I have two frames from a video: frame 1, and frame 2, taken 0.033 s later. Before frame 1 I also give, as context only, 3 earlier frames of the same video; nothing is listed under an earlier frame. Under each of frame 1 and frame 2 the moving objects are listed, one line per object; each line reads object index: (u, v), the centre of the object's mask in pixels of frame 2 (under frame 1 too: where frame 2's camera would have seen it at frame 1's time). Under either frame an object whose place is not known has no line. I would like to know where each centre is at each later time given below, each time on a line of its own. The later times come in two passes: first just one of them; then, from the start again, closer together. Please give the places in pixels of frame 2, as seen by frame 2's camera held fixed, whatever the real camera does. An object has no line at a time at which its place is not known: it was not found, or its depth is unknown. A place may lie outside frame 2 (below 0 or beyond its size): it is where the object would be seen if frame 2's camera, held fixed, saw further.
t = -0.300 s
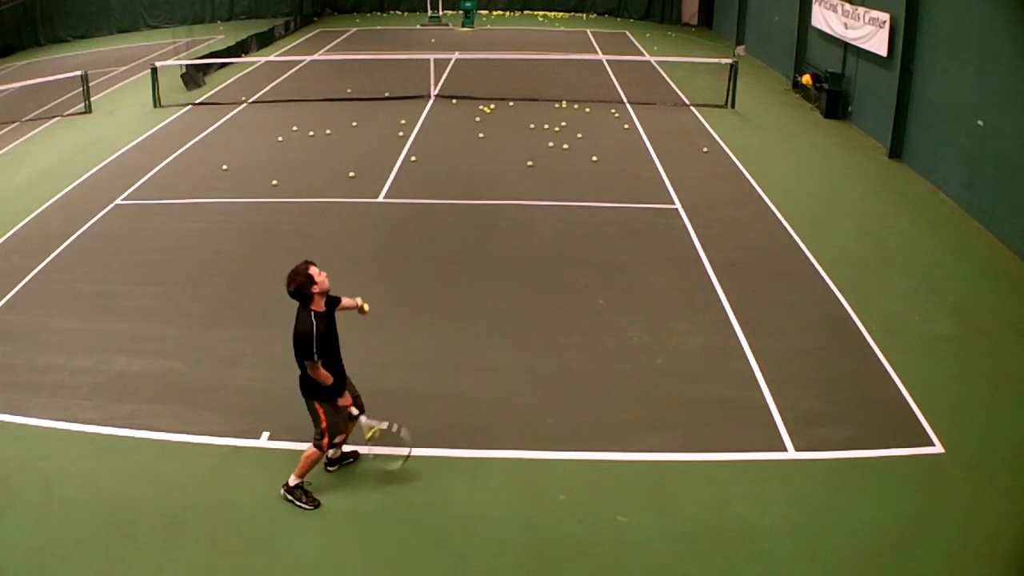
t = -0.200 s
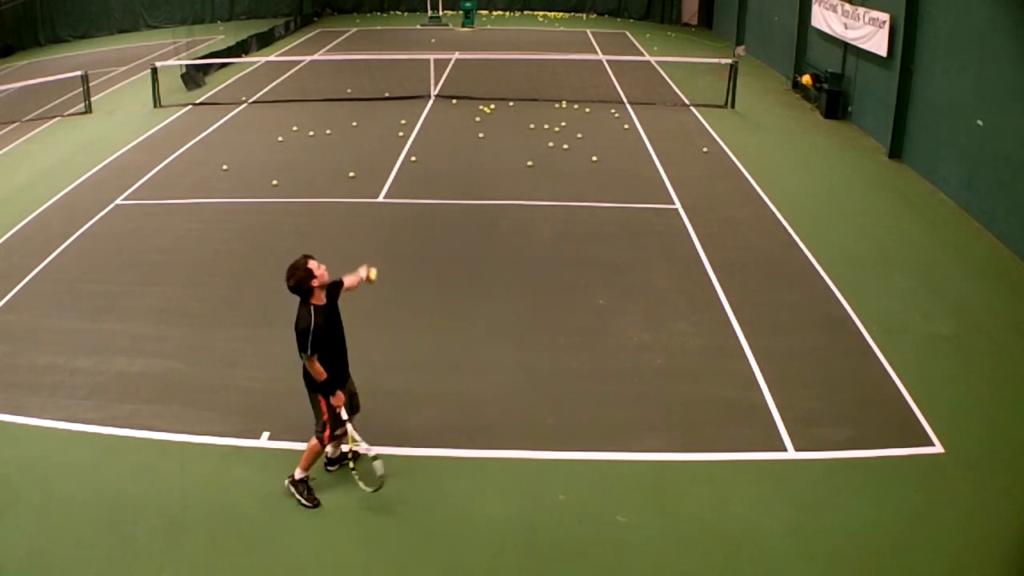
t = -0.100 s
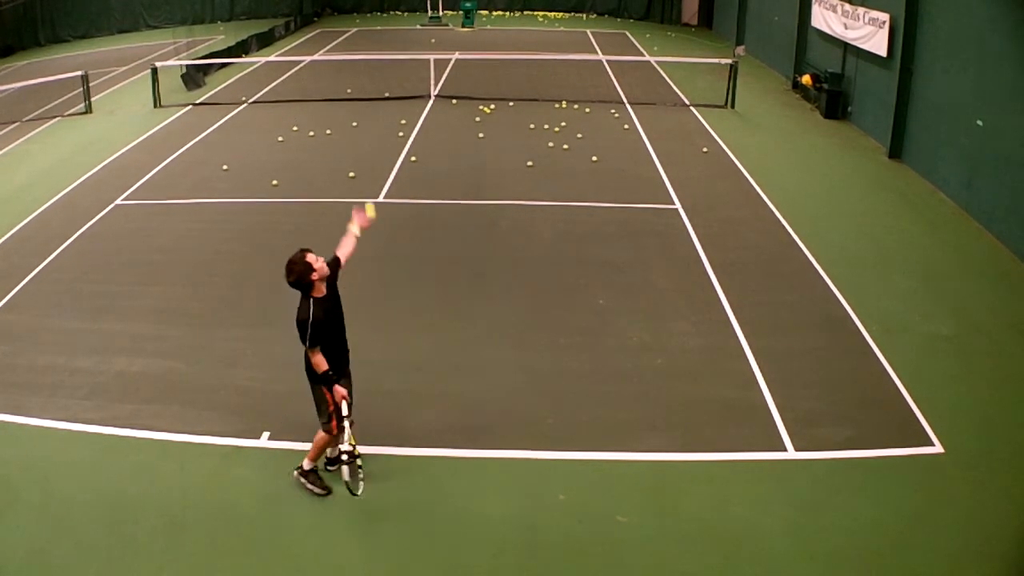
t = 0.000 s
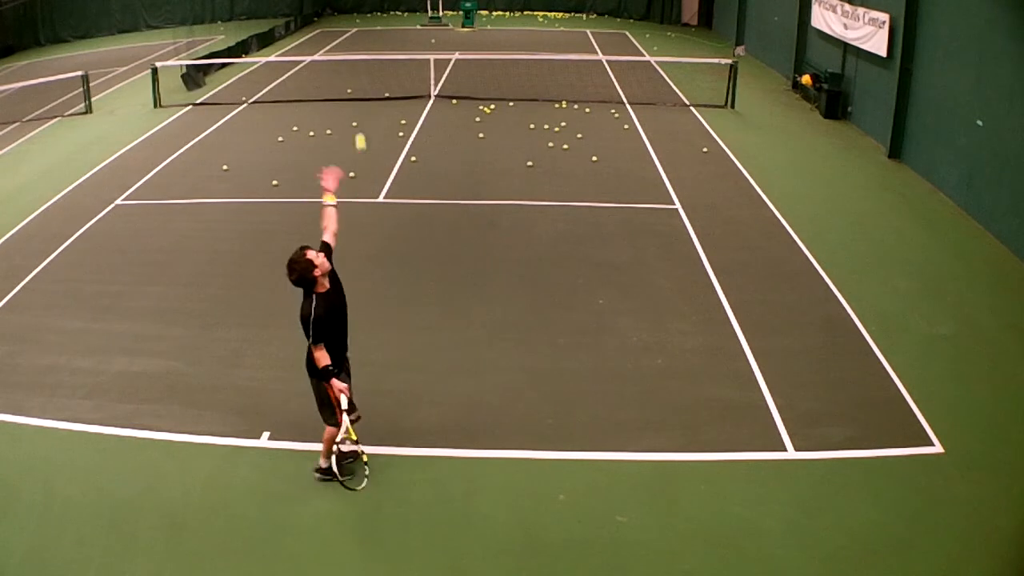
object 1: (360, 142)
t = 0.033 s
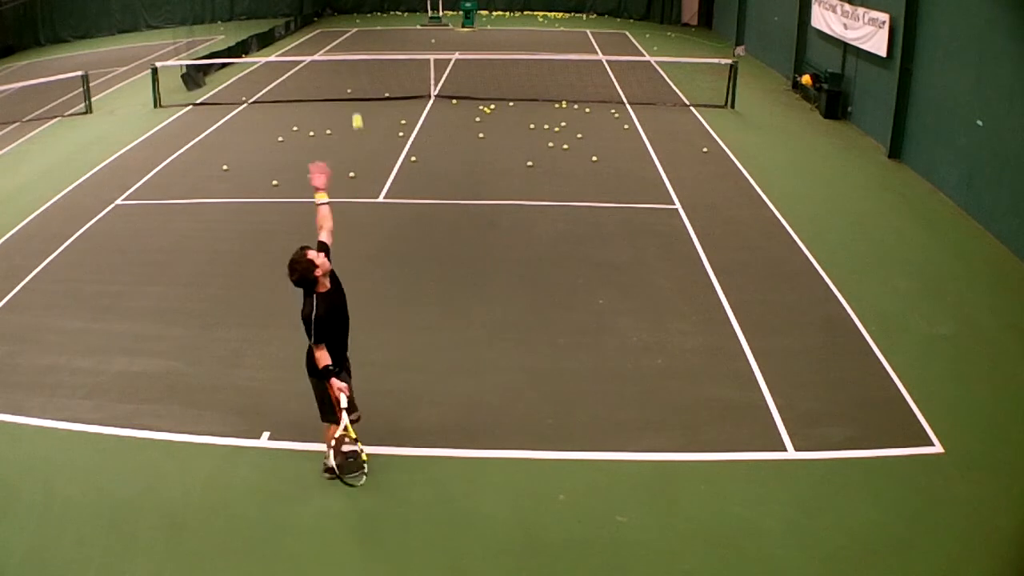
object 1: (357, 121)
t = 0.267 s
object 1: (338, 15)
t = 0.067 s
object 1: (354, 102)
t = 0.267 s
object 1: (338, 15)
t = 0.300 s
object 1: (335, 6)
